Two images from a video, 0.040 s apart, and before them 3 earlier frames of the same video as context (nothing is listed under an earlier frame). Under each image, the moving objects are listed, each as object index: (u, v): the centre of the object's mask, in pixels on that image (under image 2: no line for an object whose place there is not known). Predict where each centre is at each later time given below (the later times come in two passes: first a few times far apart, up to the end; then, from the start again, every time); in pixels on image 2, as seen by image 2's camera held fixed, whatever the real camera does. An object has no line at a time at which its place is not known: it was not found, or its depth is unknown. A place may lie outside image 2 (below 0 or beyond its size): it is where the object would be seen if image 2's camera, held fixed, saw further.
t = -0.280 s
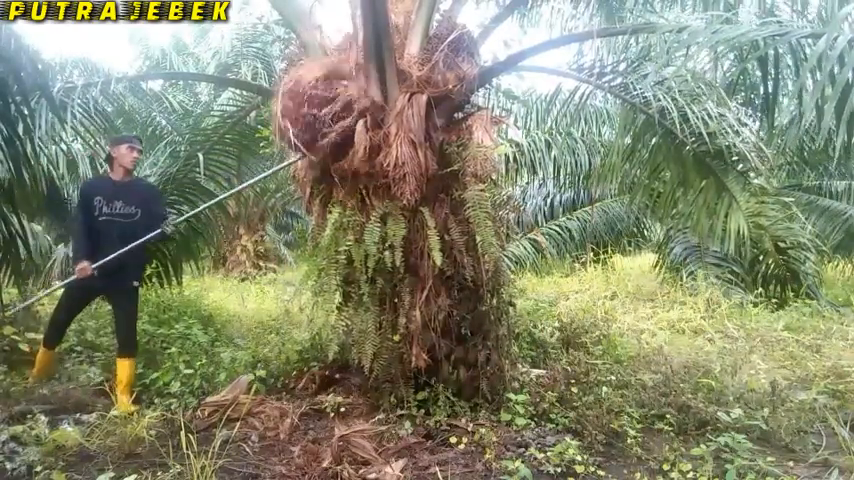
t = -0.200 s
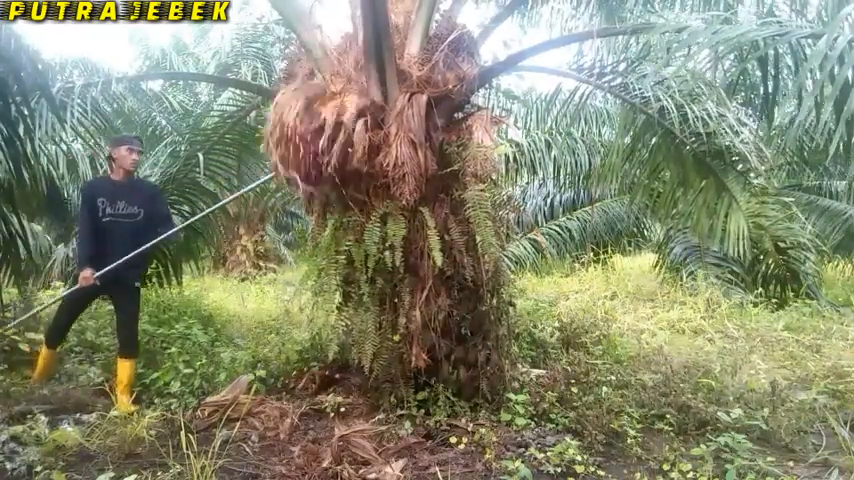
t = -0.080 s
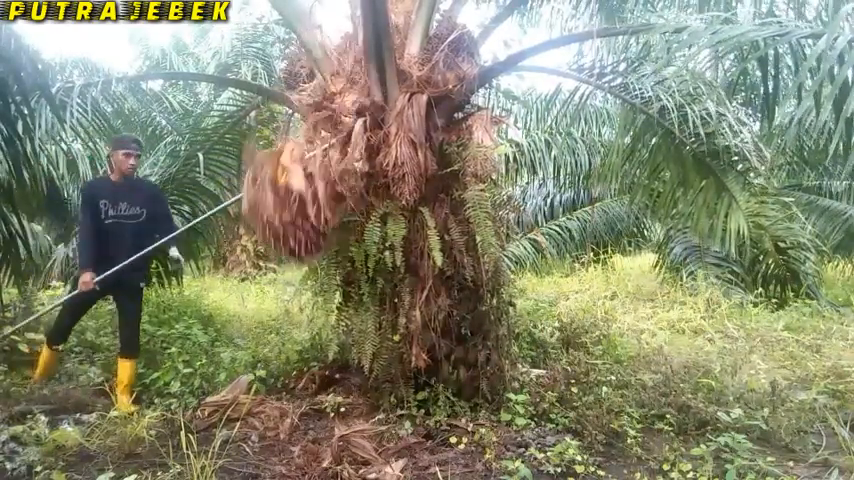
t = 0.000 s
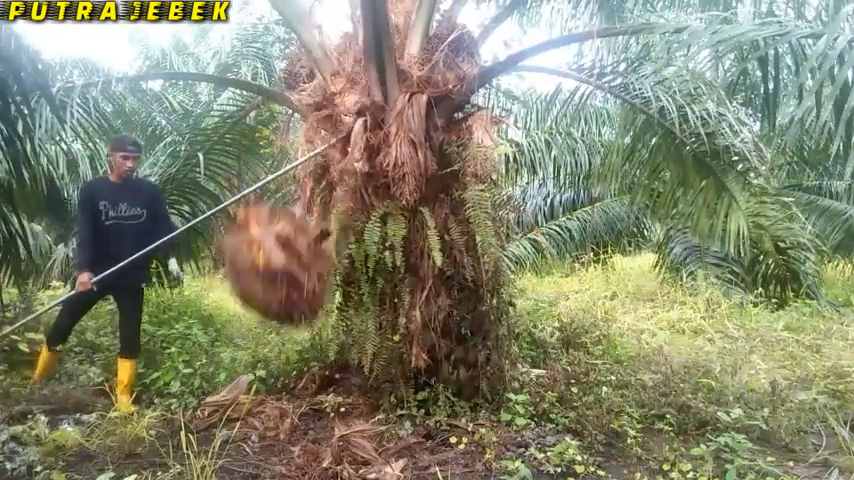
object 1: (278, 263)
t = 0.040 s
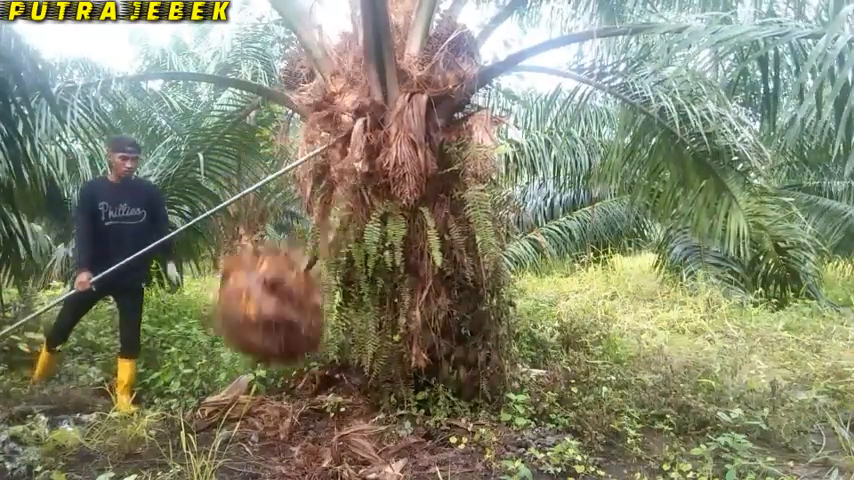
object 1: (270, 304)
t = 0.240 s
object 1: (248, 408)
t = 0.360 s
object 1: (253, 417)
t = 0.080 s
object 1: (263, 346)
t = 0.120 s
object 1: (259, 401)
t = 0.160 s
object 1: (248, 426)
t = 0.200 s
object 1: (251, 411)
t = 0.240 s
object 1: (248, 408)
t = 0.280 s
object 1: (251, 407)
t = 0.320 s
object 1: (251, 412)
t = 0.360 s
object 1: (253, 417)
